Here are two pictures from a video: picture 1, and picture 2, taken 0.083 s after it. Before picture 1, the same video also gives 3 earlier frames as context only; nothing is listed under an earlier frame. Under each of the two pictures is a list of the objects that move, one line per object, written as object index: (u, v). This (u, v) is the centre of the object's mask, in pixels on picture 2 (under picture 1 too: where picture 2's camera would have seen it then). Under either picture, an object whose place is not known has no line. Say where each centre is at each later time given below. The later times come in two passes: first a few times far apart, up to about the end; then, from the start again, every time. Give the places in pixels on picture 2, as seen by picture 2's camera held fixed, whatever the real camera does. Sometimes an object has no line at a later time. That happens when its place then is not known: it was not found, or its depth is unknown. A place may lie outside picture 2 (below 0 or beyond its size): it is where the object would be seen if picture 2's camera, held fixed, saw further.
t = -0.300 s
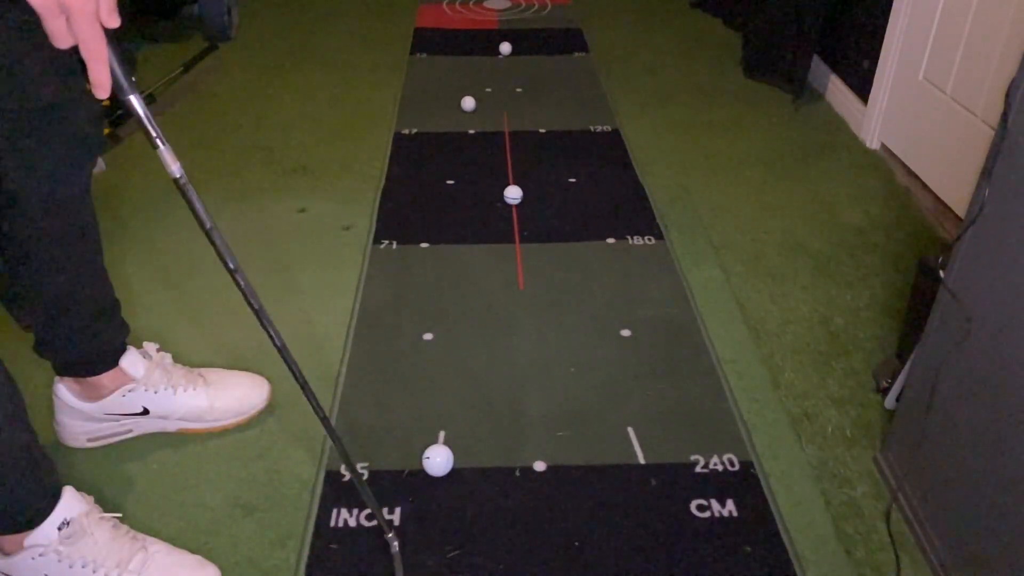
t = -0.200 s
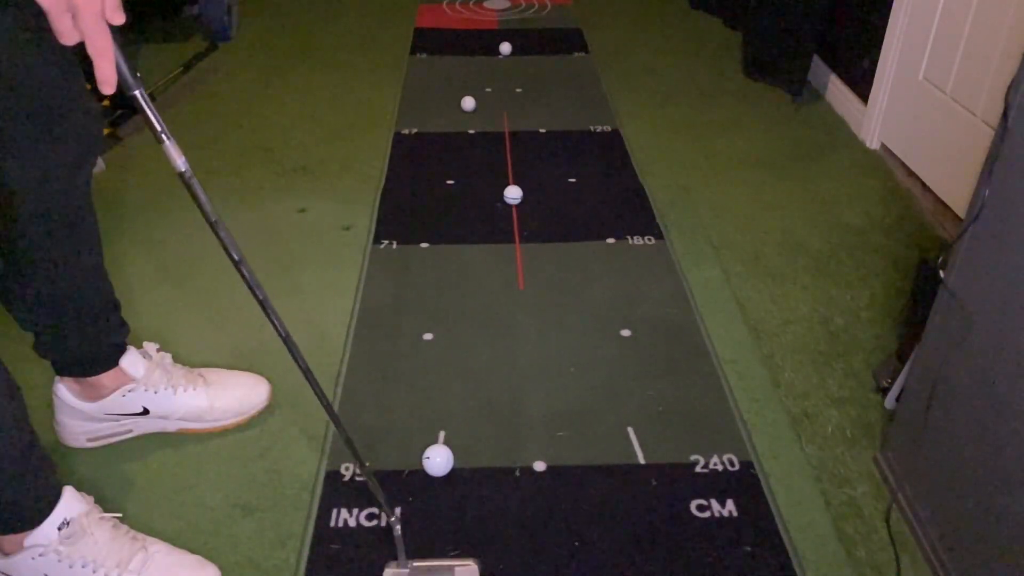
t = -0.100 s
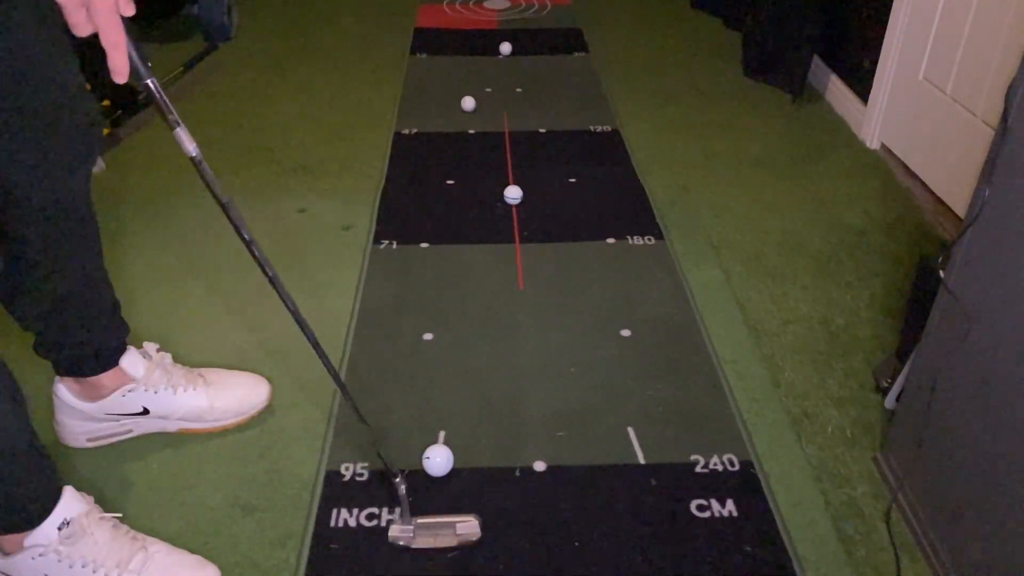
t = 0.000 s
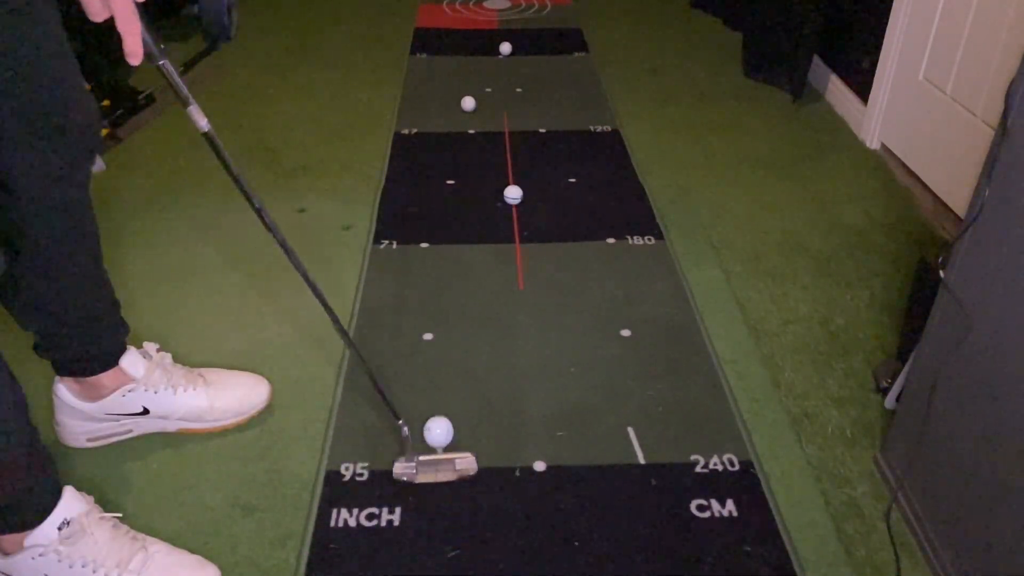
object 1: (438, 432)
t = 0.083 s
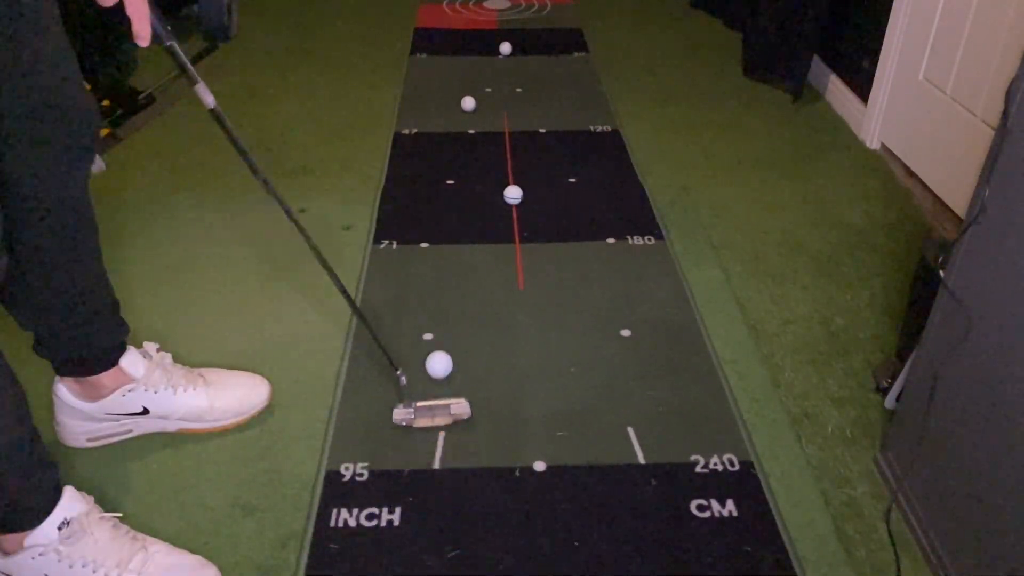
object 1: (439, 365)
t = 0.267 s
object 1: (438, 277)
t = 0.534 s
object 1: (435, 196)
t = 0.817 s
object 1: (433, 143)
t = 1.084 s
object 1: (431, 103)
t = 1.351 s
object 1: (430, 76)
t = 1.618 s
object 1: (429, 56)
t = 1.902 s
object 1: (427, 43)
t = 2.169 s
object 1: (425, 35)
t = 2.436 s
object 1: (426, 31)
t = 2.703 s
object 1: (427, 30)
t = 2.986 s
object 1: (428, 30)
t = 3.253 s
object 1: (428, 31)
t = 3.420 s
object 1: (428, 31)
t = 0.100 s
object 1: (439, 353)
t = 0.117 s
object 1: (439, 344)
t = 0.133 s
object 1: (439, 335)
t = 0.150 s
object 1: (439, 326)
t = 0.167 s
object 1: (439, 318)
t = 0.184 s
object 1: (439, 311)
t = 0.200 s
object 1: (438, 303)
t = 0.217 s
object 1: (438, 296)
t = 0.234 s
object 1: (438, 290)
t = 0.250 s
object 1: (438, 283)
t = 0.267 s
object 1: (438, 277)
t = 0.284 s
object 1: (438, 271)
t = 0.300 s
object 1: (437, 265)
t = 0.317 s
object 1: (437, 259)
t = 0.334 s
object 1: (437, 253)
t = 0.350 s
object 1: (437, 248)
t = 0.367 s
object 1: (437, 242)
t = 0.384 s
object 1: (437, 237)
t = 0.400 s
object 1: (437, 232)
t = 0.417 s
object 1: (437, 227)
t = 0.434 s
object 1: (437, 222)
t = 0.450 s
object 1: (436, 218)
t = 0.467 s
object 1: (436, 213)
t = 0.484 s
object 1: (436, 209)
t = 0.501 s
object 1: (436, 205)
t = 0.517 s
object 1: (436, 200)
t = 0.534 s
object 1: (435, 196)
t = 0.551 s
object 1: (435, 193)
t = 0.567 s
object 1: (435, 188)
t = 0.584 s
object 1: (435, 184)
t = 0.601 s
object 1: (435, 181)
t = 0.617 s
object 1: (435, 179)
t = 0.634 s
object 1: (434, 177)
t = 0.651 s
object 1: (434, 174)
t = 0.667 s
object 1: (434, 171)
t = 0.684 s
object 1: (434, 168)
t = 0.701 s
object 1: (434, 164)
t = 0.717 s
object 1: (434, 162)
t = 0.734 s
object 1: (433, 159)
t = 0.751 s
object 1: (433, 156)
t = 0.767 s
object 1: (433, 153)
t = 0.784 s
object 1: (433, 150)
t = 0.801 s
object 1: (433, 146)
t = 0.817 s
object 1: (433, 143)
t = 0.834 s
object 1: (433, 140)
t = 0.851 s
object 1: (433, 137)
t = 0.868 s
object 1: (433, 134)
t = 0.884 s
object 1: (433, 132)
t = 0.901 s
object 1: (432, 129)
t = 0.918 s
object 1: (432, 126)
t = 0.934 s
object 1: (432, 124)
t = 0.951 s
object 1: (432, 122)
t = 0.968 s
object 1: (432, 119)
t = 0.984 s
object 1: (432, 117)
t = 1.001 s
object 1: (432, 114)
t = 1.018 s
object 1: (431, 112)
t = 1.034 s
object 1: (431, 110)
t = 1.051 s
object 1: (431, 107)
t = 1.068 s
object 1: (431, 105)
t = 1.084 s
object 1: (431, 103)
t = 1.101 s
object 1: (431, 101)
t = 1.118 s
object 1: (431, 99)
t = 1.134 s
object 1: (430, 97)
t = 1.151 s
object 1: (430, 95)
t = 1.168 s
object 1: (430, 94)
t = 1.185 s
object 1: (430, 91)
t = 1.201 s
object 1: (430, 90)
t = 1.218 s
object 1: (430, 88)
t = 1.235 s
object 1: (430, 87)
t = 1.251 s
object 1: (430, 85)
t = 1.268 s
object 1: (430, 84)
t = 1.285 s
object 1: (430, 82)
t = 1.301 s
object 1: (430, 80)
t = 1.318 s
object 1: (430, 79)
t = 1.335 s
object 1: (430, 77)
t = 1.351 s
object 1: (430, 76)
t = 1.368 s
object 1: (430, 74)
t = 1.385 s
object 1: (430, 73)
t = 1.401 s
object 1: (430, 71)
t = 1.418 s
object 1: (430, 70)
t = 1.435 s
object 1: (430, 69)
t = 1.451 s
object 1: (430, 68)
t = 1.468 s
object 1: (429, 66)
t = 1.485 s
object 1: (429, 65)
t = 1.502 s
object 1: (430, 64)
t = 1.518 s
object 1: (429, 63)
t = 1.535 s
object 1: (429, 61)
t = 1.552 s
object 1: (429, 61)
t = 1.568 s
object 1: (429, 60)
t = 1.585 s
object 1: (429, 58)
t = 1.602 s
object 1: (429, 57)
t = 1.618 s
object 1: (429, 56)
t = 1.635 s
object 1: (429, 55)
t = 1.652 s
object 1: (429, 55)
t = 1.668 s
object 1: (429, 53)
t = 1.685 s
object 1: (428, 53)
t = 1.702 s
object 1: (429, 52)
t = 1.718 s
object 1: (428, 51)
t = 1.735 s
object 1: (429, 50)
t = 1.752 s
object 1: (428, 49)
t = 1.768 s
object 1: (428, 48)
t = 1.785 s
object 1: (428, 48)
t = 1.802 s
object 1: (428, 47)
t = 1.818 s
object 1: (428, 46)
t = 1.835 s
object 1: (428, 46)
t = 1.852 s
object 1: (427, 45)
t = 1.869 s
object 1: (428, 44)
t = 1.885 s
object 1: (427, 44)
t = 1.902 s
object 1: (427, 43)
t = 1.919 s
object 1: (427, 43)
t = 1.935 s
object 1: (427, 42)
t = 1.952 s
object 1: (427, 41)
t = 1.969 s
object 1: (427, 41)
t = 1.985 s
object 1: (426, 40)
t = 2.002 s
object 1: (426, 40)
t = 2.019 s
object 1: (426, 39)
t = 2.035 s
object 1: (426, 38)
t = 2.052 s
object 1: (425, 38)
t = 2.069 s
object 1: (425, 38)
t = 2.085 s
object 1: (425, 37)
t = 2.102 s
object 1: (425, 36)
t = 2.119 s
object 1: (425, 36)
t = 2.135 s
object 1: (425, 36)
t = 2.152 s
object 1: (425, 36)
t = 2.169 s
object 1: (425, 35)
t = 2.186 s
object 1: (425, 35)
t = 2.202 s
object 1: (425, 35)
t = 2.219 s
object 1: (425, 34)
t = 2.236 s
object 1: (425, 34)
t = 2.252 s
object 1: (425, 34)
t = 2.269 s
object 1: (425, 33)
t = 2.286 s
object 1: (425, 33)
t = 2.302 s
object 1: (425, 33)
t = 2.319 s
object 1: (425, 32)
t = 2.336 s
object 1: (425, 32)
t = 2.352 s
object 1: (425, 32)
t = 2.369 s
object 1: (425, 32)
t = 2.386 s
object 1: (426, 31)
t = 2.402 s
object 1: (426, 31)
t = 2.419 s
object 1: (426, 31)
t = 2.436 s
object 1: (426, 31)
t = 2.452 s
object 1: (426, 30)
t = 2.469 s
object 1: (426, 30)
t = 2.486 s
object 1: (426, 30)
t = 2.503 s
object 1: (426, 30)
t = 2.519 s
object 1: (426, 30)
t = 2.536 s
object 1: (426, 30)
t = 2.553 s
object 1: (427, 30)
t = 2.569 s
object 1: (427, 30)
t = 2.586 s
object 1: (427, 30)
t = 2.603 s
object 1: (427, 30)
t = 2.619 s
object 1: (427, 30)
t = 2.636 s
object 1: (427, 30)
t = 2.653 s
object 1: (427, 30)
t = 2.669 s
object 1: (427, 30)
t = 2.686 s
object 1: (427, 30)
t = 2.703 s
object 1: (427, 30)
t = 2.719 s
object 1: (427, 30)
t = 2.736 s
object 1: (427, 30)
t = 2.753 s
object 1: (427, 30)
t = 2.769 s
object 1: (428, 30)
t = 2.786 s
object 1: (427, 30)
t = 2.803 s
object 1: (428, 30)
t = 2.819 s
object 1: (428, 30)
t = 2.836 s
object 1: (428, 30)
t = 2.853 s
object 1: (428, 31)
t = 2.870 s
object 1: (428, 30)
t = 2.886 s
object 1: (428, 30)
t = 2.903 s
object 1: (428, 30)
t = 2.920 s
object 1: (428, 30)
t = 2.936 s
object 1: (428, 30)
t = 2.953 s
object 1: (428, 31)
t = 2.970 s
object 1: (428, 30)
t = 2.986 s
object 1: (428, 30)
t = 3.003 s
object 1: (428, 31)
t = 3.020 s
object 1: (428, 30)
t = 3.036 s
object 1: (428, 30)
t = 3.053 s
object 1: (428, 30)
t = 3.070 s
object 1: (428, 30)
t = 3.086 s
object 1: (428, 30)
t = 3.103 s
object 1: (428, 30)
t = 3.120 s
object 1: (428, 30)
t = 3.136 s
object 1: (428, 30)
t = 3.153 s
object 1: (428, 30)
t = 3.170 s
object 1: (428, 30)
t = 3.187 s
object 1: (428, 30)
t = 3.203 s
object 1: (428, 31)
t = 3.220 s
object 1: (428, 30)
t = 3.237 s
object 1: (428, 31)
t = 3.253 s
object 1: (428, 31)
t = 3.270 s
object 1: (428, 31)
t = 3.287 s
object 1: (428, 31)
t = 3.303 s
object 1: (428, 31)
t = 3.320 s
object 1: (428, 31)
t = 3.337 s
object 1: (428, 31)
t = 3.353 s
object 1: (428, 31)
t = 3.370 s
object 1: (428, 31)
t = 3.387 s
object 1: (428, 31)
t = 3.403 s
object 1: (428, 31)
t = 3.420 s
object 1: (428, 31)
